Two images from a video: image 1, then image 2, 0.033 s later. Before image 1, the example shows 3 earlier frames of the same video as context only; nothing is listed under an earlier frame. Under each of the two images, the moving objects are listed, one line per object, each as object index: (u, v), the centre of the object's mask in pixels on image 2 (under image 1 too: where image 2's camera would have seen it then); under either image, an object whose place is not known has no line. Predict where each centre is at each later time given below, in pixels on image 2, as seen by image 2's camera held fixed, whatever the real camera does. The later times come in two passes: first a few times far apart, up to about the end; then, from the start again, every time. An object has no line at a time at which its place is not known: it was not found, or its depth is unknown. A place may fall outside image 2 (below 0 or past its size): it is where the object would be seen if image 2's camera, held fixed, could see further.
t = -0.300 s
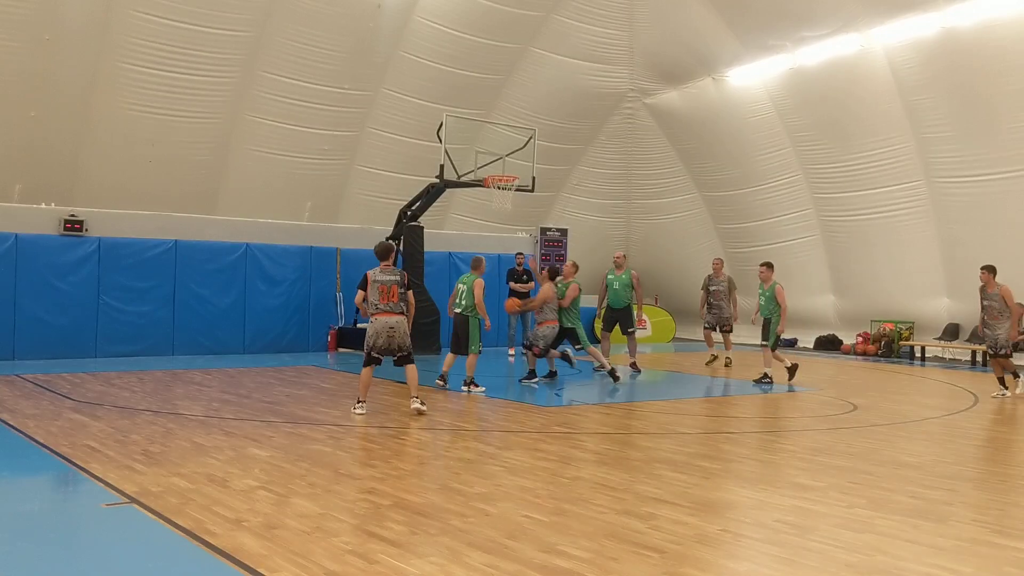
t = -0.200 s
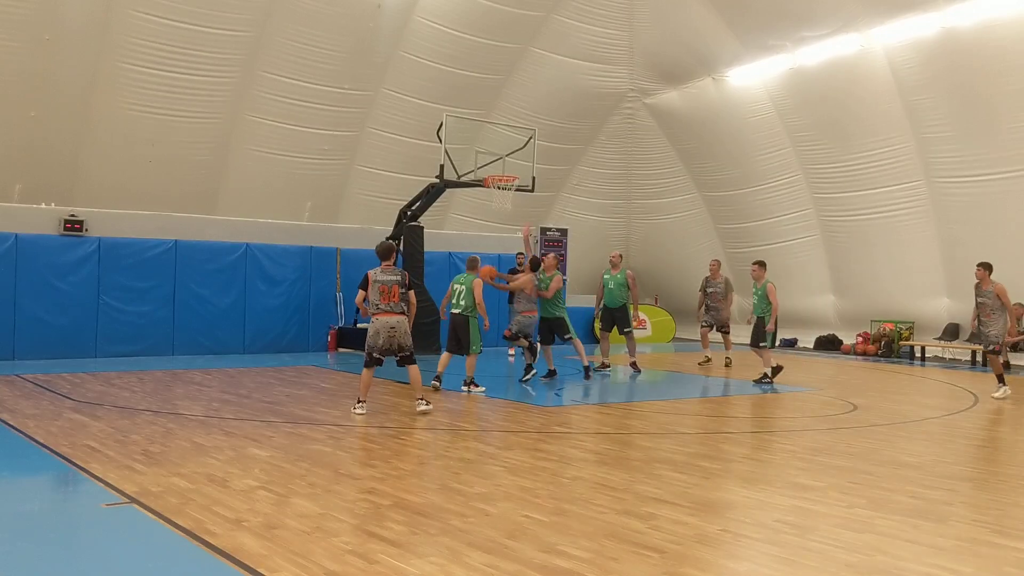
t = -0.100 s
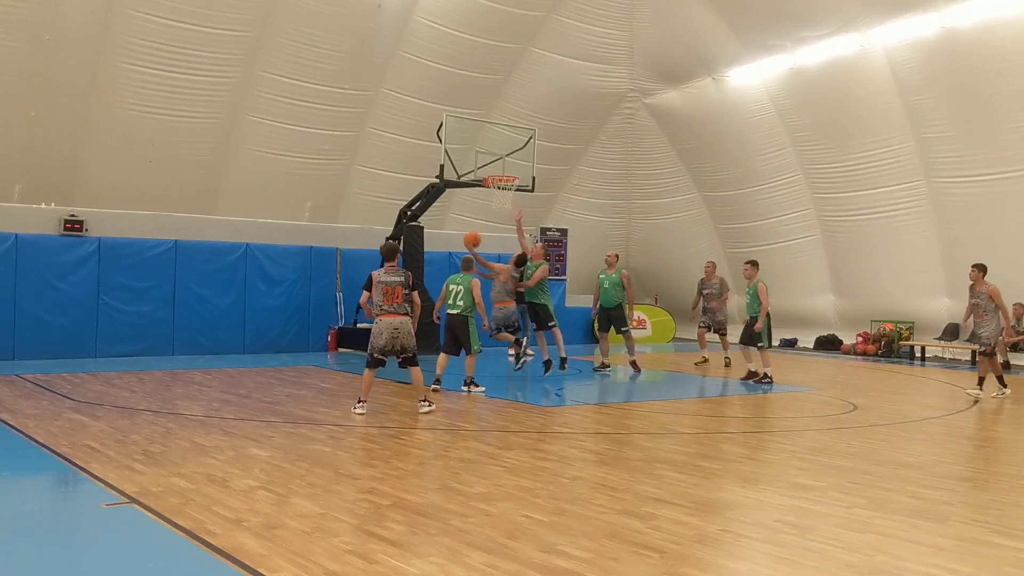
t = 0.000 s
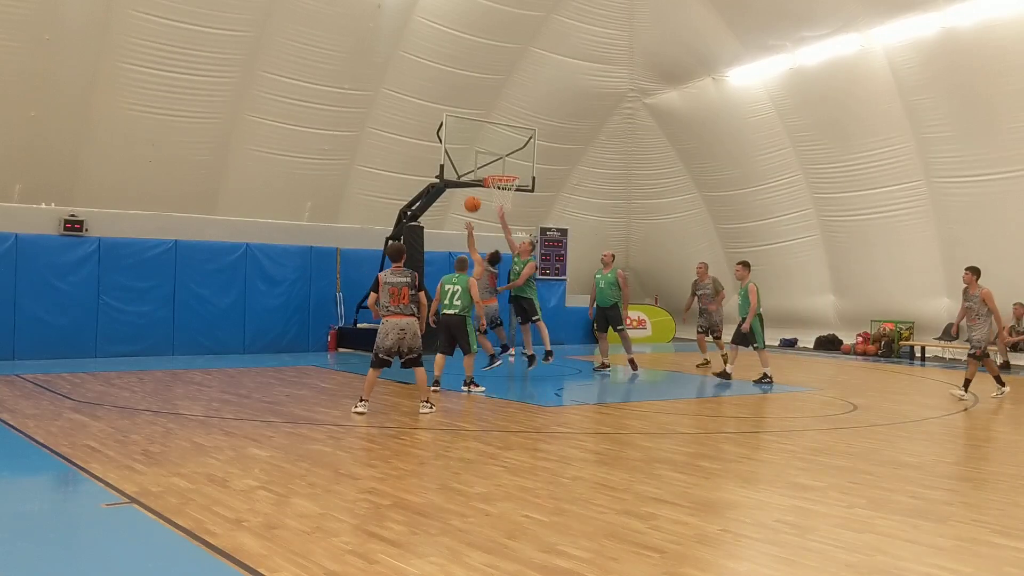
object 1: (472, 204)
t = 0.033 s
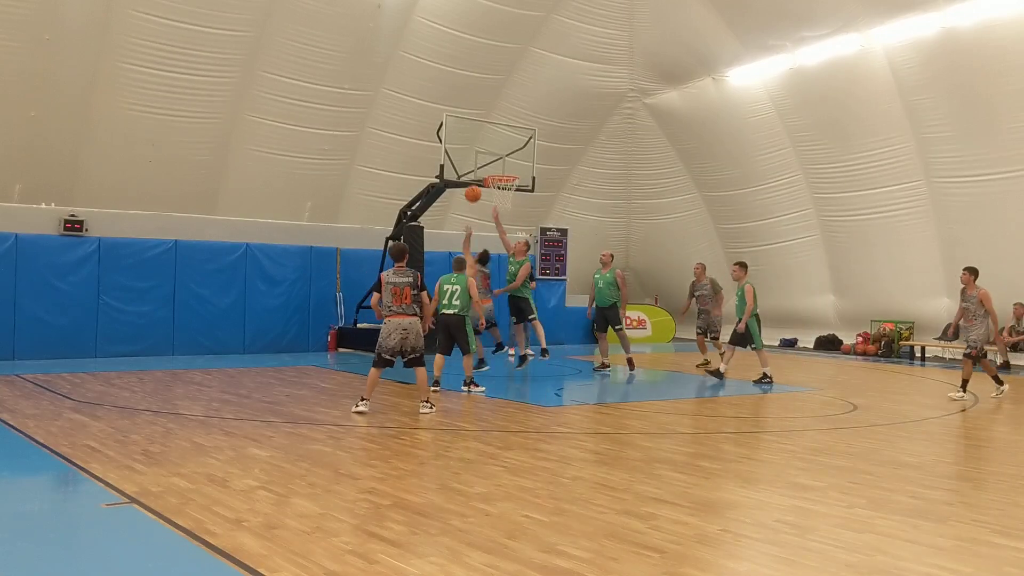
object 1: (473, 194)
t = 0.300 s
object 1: (475, 144)
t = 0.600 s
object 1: (477, 144)
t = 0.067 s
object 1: (473, 185)
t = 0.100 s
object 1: (474, 177)
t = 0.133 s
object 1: (474, 169)
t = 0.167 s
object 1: (474, 162)
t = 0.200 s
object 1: (475, 156)
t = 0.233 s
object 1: (475, 152)
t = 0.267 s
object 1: (475, 147)
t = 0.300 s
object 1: (475, 144)
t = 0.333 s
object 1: (475, 141)
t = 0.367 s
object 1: (476, 139)
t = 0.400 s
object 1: (476, 138)
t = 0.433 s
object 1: (476, 138)
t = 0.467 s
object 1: (476, 138)
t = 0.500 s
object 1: (476, 138)
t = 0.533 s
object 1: (476, 139)
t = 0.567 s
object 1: (476, 142)
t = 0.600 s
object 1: (477, 144)
